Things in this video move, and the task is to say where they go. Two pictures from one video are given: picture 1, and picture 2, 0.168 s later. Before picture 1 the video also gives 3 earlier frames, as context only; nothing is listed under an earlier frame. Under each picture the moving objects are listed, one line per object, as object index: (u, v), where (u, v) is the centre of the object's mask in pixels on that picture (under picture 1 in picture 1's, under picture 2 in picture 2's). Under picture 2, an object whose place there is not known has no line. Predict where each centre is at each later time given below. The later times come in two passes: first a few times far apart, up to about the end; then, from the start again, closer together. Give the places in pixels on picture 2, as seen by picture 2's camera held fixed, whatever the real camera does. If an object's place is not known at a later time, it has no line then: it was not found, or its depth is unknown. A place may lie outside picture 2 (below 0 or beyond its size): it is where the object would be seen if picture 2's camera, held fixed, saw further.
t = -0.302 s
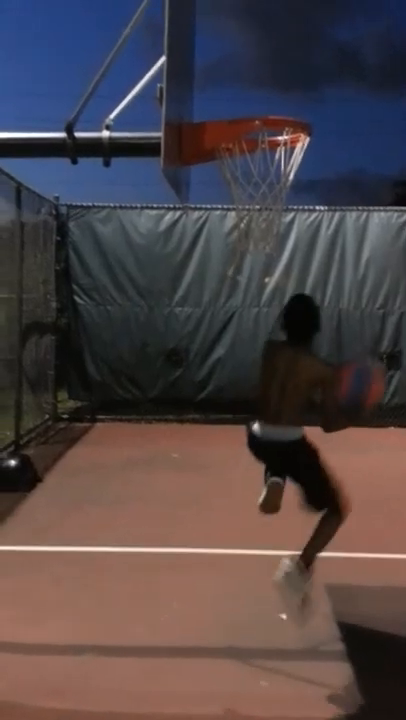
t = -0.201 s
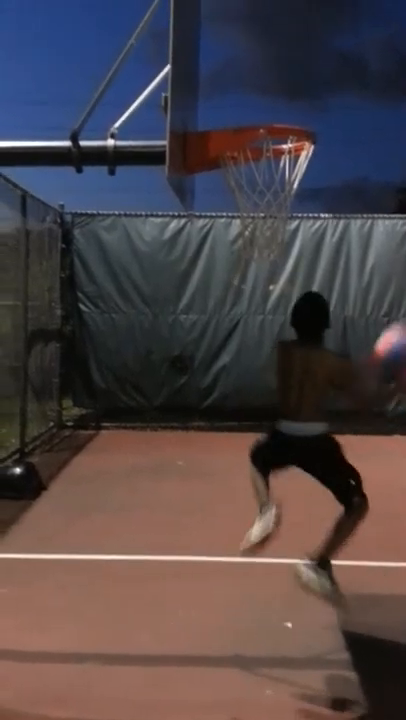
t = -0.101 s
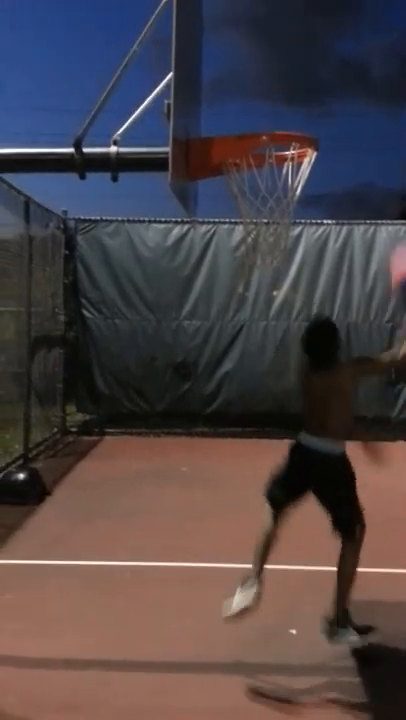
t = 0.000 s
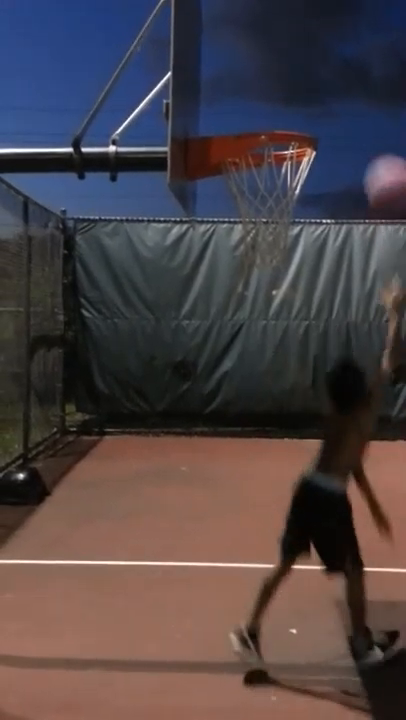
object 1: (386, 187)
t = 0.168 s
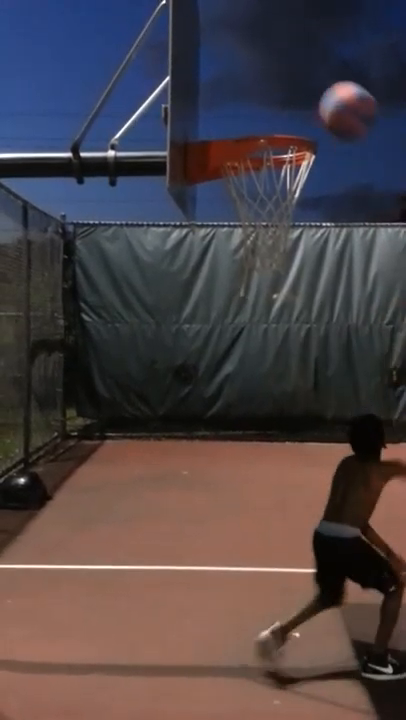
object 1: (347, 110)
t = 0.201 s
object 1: (339, 102)
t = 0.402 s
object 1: (290, 106)
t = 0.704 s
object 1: (233, 245)
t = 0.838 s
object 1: (226, 314)
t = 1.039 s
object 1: (220, 478)
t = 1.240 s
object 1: (224, 564)
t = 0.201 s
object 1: (339, 102)
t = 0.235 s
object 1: (330, 96)
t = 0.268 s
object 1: (323, 94)
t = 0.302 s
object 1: (314, 92)
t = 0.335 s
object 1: (307, 94)
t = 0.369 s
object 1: (299, 99)
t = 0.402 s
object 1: (290, 106)
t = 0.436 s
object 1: (284, 112)
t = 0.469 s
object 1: (278, 118)
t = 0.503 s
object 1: (271, 123)
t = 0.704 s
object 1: (233, 245)
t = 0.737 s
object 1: (233, 260)
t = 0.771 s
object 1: (231, 276)
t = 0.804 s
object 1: (229, 294)
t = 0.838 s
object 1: (226, 314)
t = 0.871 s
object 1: (223, 340)
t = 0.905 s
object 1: (222, 362)
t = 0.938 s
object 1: (224, 387)
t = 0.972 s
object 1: (223, 413)
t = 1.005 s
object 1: (222, 444)
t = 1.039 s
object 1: (220, 478)
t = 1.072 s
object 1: (219, 512)
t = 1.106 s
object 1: (218, 551)
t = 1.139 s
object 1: (215, 591)
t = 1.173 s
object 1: (215, 618)
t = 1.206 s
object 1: (220, 595)
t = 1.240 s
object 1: (224, 564)
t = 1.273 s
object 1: (228, 534)
